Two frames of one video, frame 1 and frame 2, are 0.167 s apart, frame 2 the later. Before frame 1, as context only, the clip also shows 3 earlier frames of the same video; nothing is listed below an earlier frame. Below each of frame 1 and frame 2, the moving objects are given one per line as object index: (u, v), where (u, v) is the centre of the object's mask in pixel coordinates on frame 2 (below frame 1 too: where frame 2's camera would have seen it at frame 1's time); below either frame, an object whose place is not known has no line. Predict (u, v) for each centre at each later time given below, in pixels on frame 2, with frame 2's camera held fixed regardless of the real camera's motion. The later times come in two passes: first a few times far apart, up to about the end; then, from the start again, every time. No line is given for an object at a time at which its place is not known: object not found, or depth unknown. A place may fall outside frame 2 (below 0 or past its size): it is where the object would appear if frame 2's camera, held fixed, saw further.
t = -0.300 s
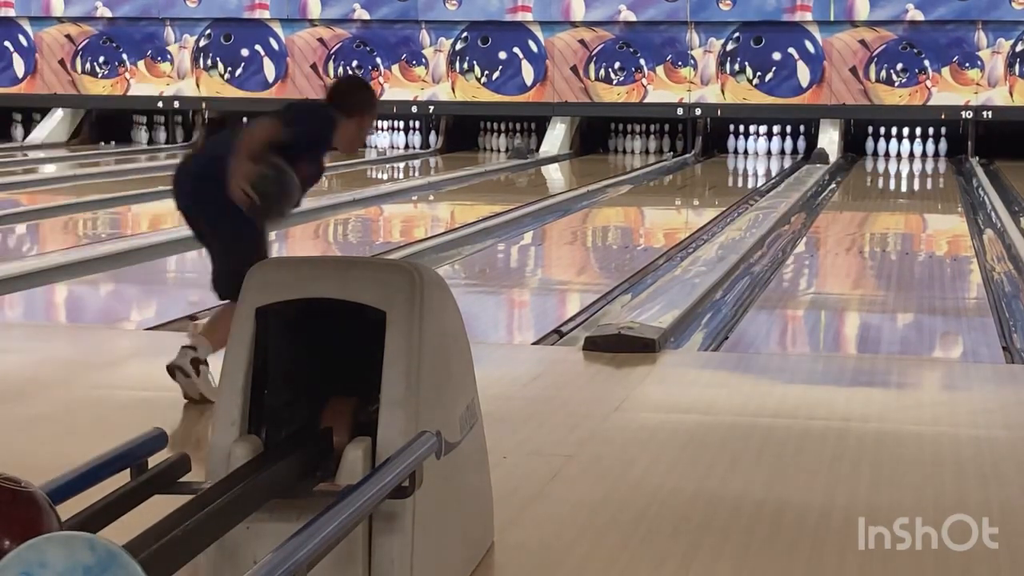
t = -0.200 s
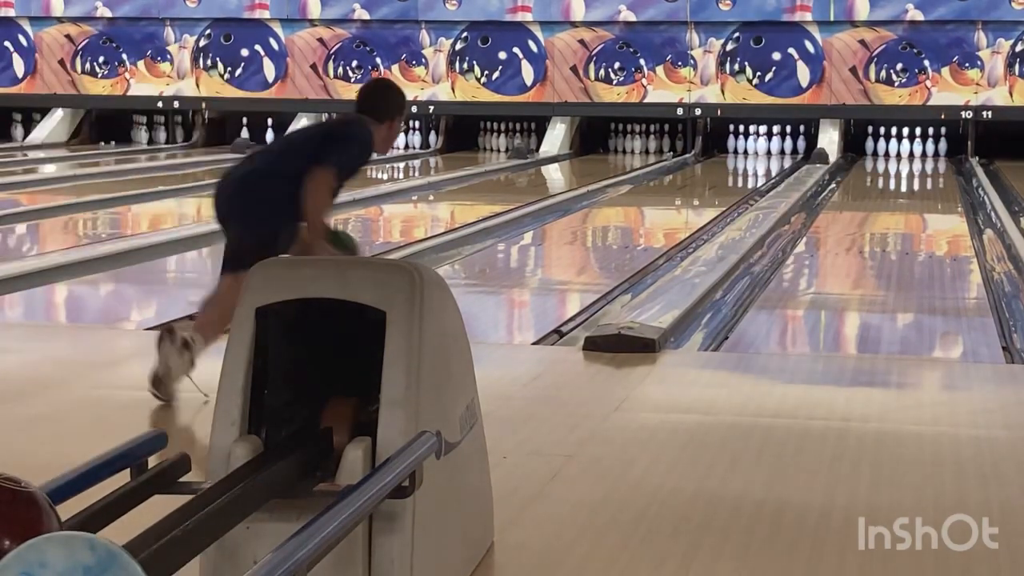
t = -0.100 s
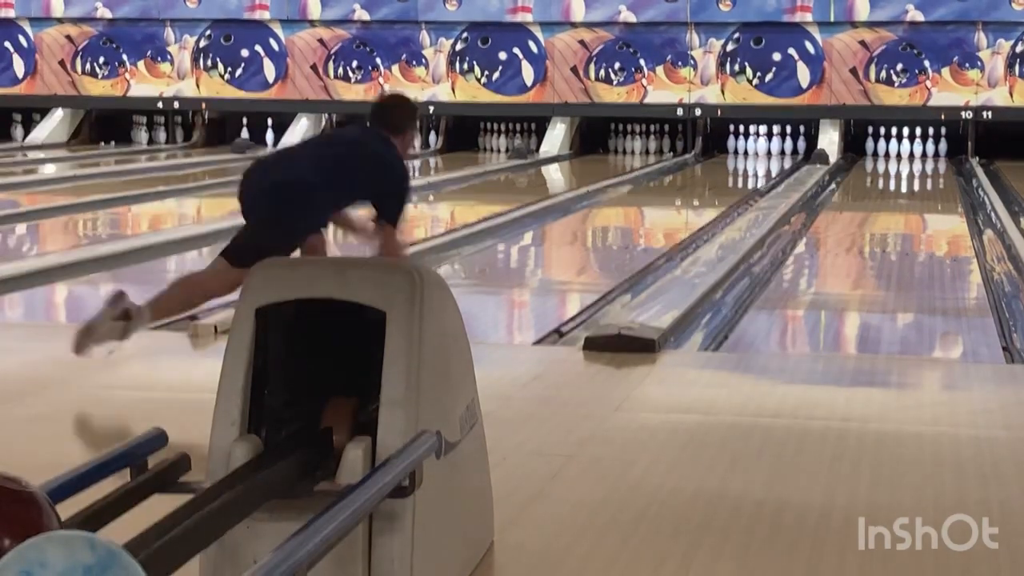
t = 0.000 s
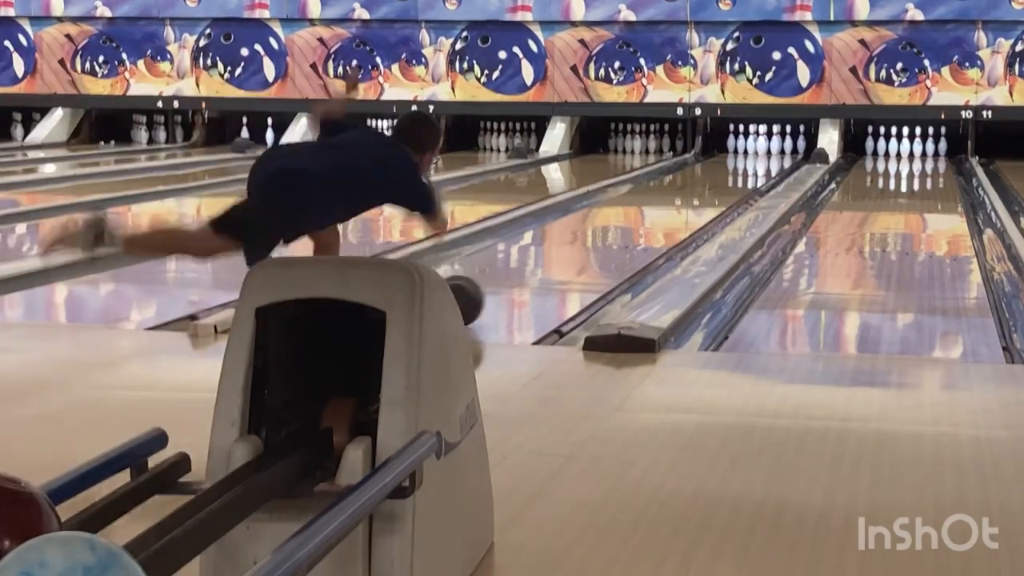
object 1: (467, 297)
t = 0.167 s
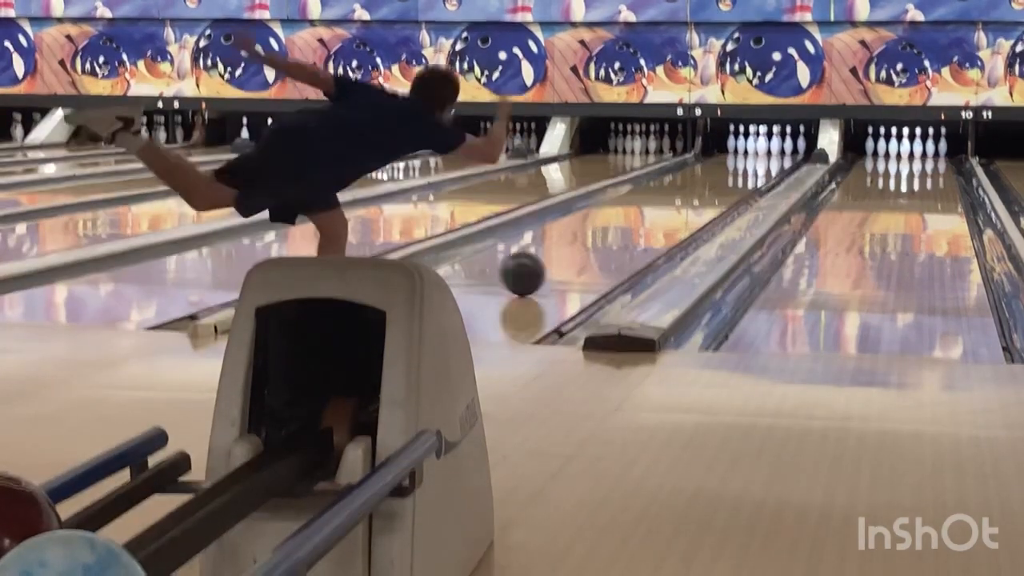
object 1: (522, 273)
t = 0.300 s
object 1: (563, 256)
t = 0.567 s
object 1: (625, 228)
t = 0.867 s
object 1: (674, 206)
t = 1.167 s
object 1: (709, 189)
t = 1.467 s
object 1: (734, 176)
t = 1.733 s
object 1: (749, 168)
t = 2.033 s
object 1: (759, 159)
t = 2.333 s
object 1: (763, 153)
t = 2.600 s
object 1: (763, 148)
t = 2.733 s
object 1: (759, 145)
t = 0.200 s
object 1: (533, 269)
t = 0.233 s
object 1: (544, 264)
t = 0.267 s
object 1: (554, 260)
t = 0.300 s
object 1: (563, 256)
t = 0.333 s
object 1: (572, 252)
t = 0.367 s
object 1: (581, 248)
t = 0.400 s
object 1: (589, 244)
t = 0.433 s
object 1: (597, 241)
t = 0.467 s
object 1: (605, 237)
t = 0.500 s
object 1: (611, 235)
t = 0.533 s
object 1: (618, 231)
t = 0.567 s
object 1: (625, 228)
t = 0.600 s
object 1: (631, 225)
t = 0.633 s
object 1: (638, 223)
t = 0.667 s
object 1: (643, 220)
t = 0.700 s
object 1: (649, 217)
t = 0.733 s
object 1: (654, 215)
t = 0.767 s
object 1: (660, 212)
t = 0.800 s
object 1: (665, 210)
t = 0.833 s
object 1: (670, 208)
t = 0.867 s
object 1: (674, 206)
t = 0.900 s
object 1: (679, 204)
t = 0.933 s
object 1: (683, 202)
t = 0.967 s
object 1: (687, 200)
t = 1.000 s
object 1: (692, 198)
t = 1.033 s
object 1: (695, 196)
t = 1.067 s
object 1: (699, 195)
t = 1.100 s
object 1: (702, 193)
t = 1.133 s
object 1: (706, 190)
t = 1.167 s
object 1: (709, 189)
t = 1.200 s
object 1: (712, 187)
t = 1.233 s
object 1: (715, 186)
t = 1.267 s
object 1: (718, 184)
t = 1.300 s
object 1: (721, 183)
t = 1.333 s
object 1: (724, 181)
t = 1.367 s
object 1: (727, 180)
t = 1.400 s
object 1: (730, 179)
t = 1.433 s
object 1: (732, 178)
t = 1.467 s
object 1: (734, 176)
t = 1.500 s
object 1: (736, 175)
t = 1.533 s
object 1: (738, 174)
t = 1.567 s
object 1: (740, 173)
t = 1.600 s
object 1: (742, 172)
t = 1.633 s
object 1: (744, 171)
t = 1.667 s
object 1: (746, 170)
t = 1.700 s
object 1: (747, 168)
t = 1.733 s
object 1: (749, 168)
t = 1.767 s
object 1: (750, 167)
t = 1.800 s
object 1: (751, 165)
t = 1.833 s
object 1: (753, 165)
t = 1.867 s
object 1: (754, 164)
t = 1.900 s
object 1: (755, 163)
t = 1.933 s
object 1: (756, 162)
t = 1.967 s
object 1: (757, 161)
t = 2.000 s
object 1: (758, 160)
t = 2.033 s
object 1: (759, 159)
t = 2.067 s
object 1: (760, 159)
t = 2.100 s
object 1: (760, 158)
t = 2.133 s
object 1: (761, 157)
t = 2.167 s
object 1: (761, 156)
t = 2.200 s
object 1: (762, 155)
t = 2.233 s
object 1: (762, 154)
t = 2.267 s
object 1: (762, 154)
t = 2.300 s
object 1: (762, 153)
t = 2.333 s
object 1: (763, 153)
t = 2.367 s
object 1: (763, 152)
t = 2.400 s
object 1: (763, 152)
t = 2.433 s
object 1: (763, 151)
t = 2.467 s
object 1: (763, 151)
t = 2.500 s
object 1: (763, 149)
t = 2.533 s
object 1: (763, 148)
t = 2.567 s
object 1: (762, 149)
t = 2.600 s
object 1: (763, 148)
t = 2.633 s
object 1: (763, 148)
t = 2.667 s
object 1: (763, 148)
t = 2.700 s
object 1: (762, 147)
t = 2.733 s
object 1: (759, 145)
